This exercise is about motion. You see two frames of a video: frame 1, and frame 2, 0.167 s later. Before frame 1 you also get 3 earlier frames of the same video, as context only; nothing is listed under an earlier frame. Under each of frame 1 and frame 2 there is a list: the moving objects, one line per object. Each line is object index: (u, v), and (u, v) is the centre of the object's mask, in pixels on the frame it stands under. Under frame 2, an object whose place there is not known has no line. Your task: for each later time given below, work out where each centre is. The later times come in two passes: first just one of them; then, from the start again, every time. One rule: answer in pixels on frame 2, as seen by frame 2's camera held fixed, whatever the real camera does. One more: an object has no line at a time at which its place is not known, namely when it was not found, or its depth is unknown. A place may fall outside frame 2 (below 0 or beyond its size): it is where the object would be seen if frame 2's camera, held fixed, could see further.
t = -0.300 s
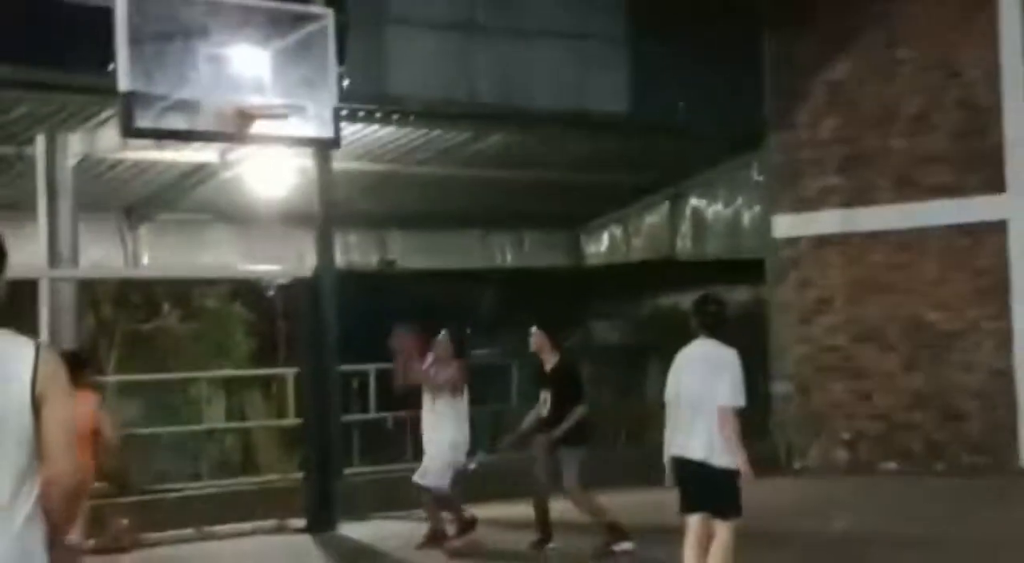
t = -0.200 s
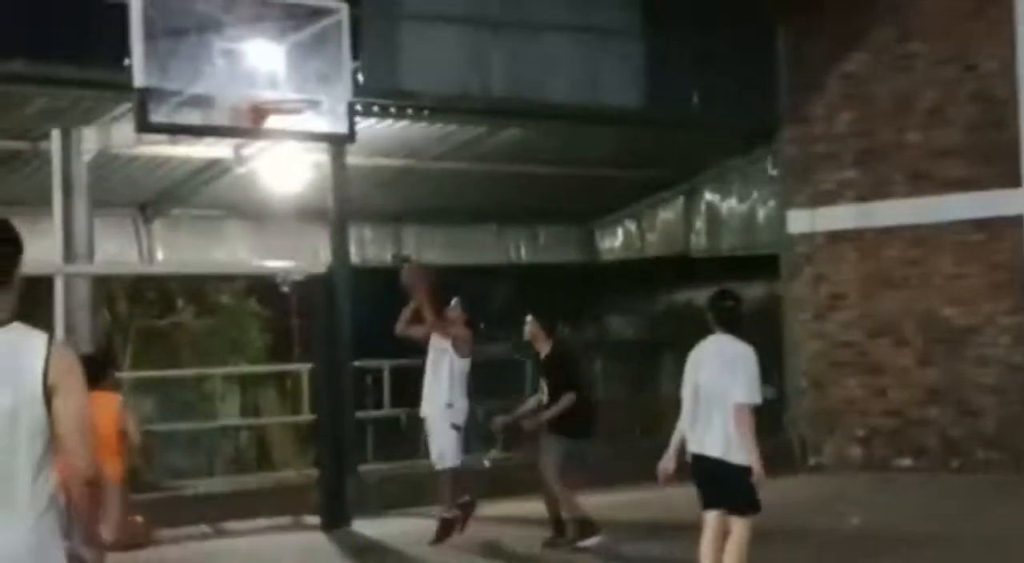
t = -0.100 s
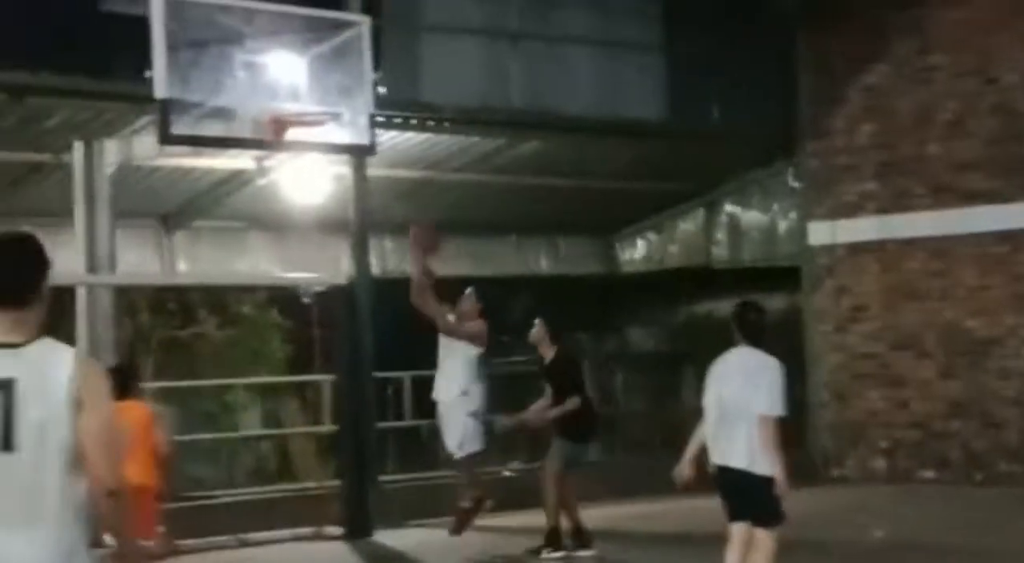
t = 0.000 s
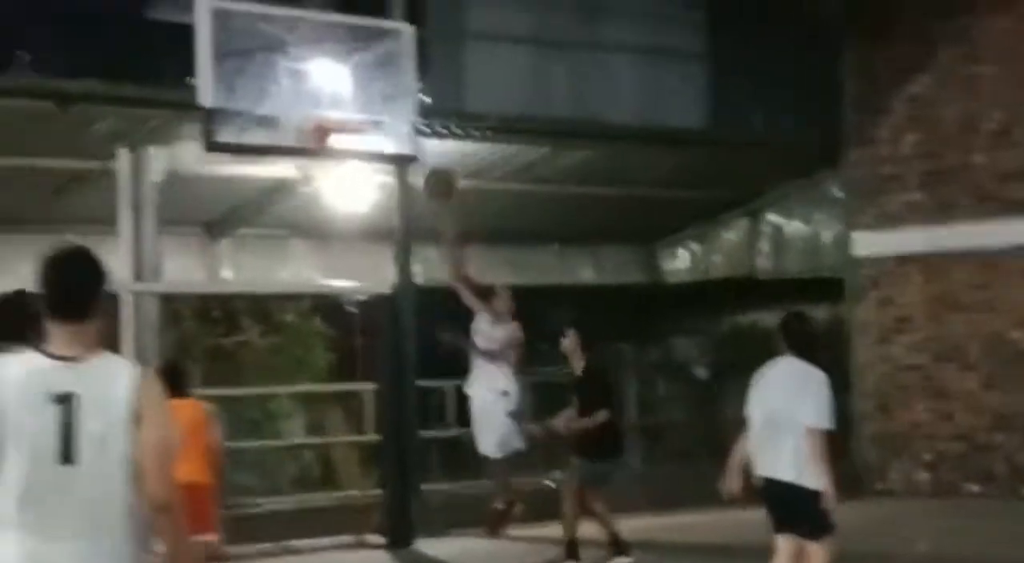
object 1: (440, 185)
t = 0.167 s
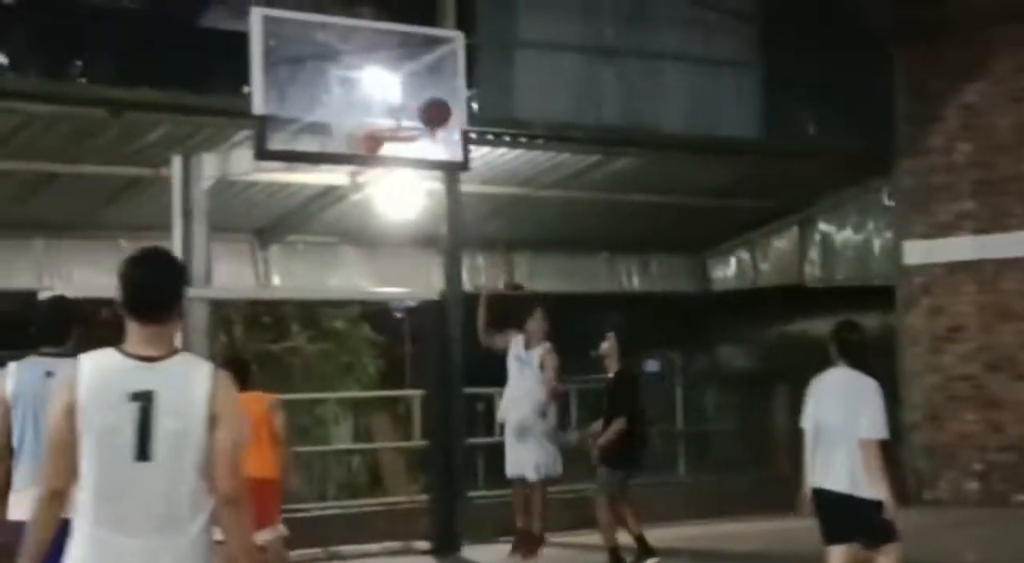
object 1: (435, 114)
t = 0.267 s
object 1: (416, 91)
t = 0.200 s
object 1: (423, 102)
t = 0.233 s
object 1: (416, 94)
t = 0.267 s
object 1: (416, 91)
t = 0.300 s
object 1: (416, 88)
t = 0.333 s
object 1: (415, 86)
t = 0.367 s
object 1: (414, 87)
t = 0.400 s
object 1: (415, 87)
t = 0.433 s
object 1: (414, 91)
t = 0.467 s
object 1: (413, 97)
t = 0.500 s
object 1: (412, 104)
